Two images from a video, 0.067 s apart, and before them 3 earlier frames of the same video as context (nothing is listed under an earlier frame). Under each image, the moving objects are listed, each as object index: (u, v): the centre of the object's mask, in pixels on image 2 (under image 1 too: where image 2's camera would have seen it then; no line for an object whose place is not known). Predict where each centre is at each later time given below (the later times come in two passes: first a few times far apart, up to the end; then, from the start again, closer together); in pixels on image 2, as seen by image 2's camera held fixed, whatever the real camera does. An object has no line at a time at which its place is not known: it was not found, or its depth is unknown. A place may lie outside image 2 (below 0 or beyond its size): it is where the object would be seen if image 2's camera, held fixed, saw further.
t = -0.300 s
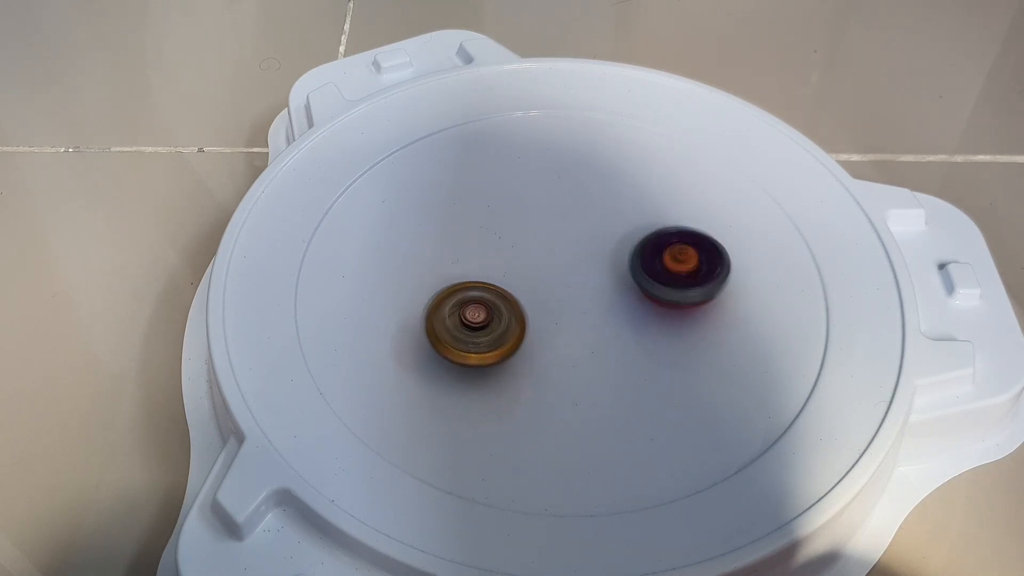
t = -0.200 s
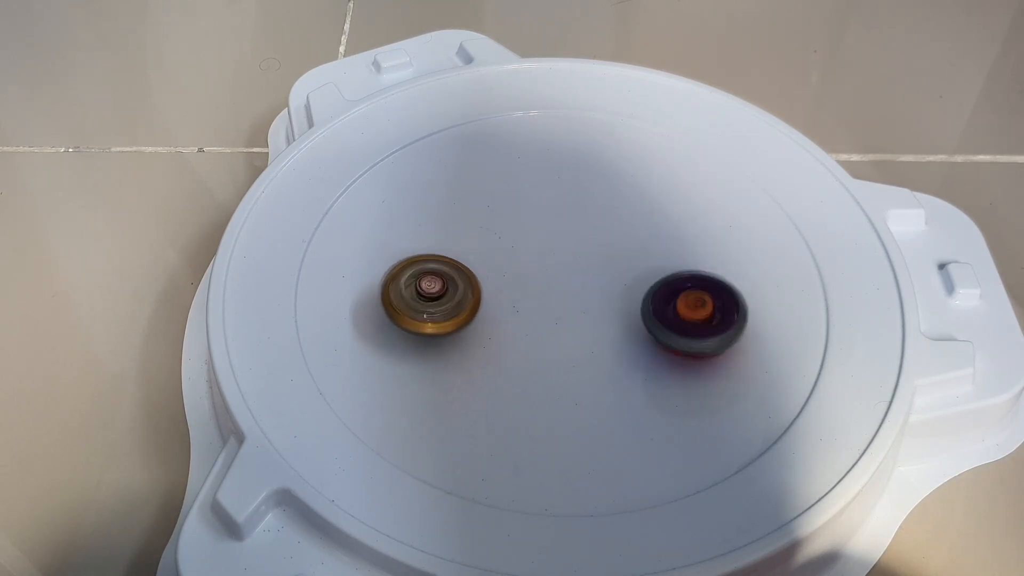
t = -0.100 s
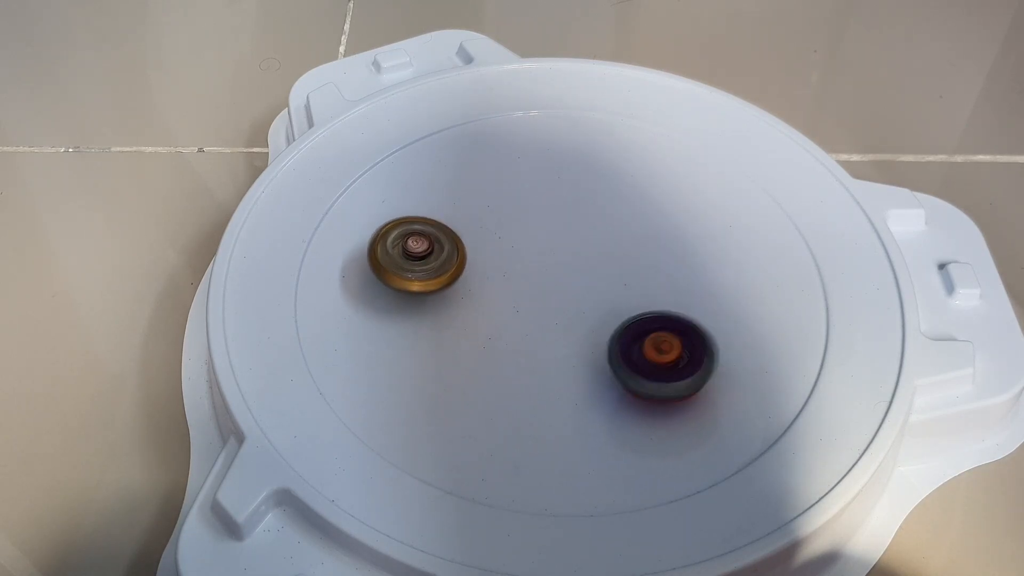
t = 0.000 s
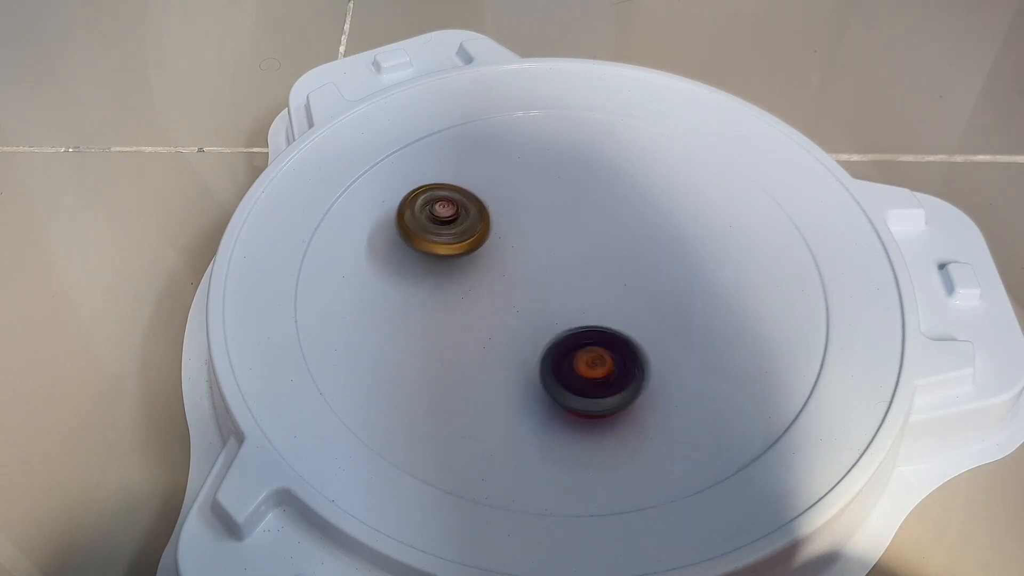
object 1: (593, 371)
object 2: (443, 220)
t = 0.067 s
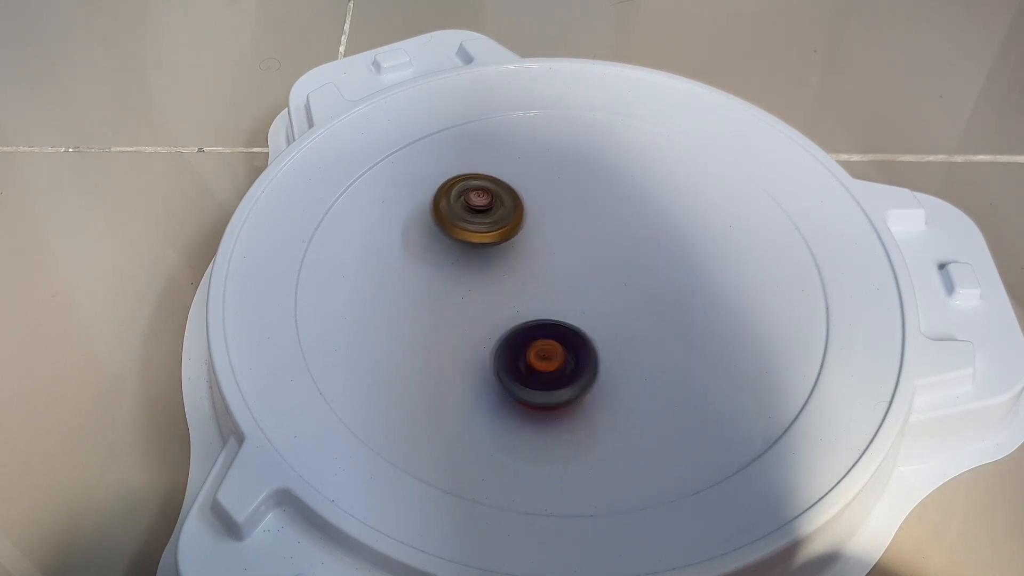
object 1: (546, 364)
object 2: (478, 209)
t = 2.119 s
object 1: (637, 366)
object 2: (435, 259)
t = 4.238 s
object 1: (662, 346)
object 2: (498, 311)
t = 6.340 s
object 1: (600, 383)
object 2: (567, 175)
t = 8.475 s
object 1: (594, 154)
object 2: (540, 217)
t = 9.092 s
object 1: (597, 332)
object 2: (496, 285)
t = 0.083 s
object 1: (535, 360)
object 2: (488, 209)
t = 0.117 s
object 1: (515, 350)
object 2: (508, 209)
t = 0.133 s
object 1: (505, 345)
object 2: (518, 211)
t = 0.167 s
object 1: (490, 332)
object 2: (537, 216)
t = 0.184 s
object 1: (484, 324)
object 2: (546, 219)
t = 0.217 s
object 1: (474, 308)
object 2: (565, 226)
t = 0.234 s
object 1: (471, 300)
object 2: (573, 230)
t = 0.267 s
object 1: (466, 284)
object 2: (589, 240)
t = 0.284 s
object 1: (465, 275)
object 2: (596, 246)
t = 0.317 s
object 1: (466, 259)
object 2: (609, 257)
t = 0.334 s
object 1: (467, 252)
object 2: (616, 263)
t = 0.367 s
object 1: (472, 236)
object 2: (626, 275)
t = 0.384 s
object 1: (476, 229)
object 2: (631, 282)
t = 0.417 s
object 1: (486, 216)
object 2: (639, 295)
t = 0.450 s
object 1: (498, 205)
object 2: (644, 309)
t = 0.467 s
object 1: (506, 199)
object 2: (646, 316)
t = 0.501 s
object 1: (522, 192)
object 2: (647, 331)
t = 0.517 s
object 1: (531, 189)
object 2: (646, 338)
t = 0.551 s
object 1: (549, 185)
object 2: (641, 351)
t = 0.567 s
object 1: (559, 184)
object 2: (637, 357)
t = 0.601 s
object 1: (578, 186)
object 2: (626, 368)
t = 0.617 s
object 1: (588, 188)
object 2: (618, 373)
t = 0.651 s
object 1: (606, 194)
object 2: (601, 381)
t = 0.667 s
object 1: (615, 199)
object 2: (592, 383)
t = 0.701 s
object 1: (631, 210)
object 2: (571, 386)
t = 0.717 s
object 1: (637, 216)
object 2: (561, 386)
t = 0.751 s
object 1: (648, 230)
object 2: (539, 382)
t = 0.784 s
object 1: (655, 246)
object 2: (519, 375)
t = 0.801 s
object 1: (657, 254)
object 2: (510, 370)
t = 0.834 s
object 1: (659, 270)
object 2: (495, 357)
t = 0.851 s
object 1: (658, 279)
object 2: (490, 350)
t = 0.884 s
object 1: (652, 296)
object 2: (482, 335)
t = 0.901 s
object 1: (648, 304)
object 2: (479, 328)
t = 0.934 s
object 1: (639, 318)
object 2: (478, 311)
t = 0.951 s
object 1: (633, 325)
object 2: (479, 304)
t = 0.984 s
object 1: (617, 338)
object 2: (483, 289)
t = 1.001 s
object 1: (609, 343)
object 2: (486, 282)
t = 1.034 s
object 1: (590, 352)
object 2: (494, 268)
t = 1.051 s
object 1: (579, 355)
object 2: (498, 261)
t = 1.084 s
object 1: (558, 359)
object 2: (508, 249)
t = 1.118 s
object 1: (535, 362)
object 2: (520, 238)
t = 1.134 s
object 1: (524, 362)
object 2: (527, 233)
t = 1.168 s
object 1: (500, 359)
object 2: (540, 224)
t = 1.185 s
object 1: (490, 357)
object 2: (548, 220)
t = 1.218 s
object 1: (470, 349)
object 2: (563, 213)
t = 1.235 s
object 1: (460, 344)
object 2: (571, 210)
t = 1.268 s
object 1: (444, 333)
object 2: (588, 206)
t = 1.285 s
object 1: (438, 326)
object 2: (596, 205)
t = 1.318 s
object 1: (429, 311)
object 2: (613, 203)
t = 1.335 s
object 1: (426, 303)
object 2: (622, 204)
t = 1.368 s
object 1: (424, 287)
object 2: (639, 206)
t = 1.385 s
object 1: (425, 279)
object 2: (648, 208)
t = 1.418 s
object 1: (431, 264)
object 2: (663, 215)
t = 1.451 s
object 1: (440, 251)
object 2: (676, 224)
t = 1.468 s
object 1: (446, 245)
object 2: (682, 230)
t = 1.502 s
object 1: (462, 235)
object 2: (691, 243)
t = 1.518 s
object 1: (470, 231)
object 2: (693, 250)
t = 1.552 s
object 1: (487, 224)
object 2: (694, 265)
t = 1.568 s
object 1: (497, 222)
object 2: (693, 273)
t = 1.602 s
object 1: (516, 219)
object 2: (686, 288)
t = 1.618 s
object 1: (526, 218)
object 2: (680, 295)
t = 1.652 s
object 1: (547, 218)
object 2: (667, 308)
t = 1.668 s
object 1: (557, 218)
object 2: (658, 313)
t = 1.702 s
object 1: (577, 222)
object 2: (640, 322)
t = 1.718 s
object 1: (587, 224)
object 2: (630, 326)
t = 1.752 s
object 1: (606, 230)
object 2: (610, 332)
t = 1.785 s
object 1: (624, 238)
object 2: (589, 335)
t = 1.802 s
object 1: (633, 242)
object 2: (578, 335)
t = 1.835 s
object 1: (648, 252)
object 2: (557, 334)
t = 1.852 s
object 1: (655, 259)
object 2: (547, 333)
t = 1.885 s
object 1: (667, 271)
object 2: (526, 330)
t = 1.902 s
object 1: (672, 278)
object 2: (516, 327)
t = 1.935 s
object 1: (680, 293)
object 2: (498, 321)
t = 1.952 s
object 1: (682, 301)
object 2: (489, 317)
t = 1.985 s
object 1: (684, 316)
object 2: (473, 308)
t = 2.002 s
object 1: (682, 324)
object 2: (466, 303)
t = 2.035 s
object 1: (676, 338)
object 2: (454, 292)
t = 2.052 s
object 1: (670, 346)
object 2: (449, 286)
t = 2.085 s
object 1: (656, 357)
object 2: (440, 273)
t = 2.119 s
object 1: (637, 366)
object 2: (435, 259)
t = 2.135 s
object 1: (627, 369)
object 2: (434, 252)
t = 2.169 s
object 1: (604, 372)
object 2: (434, 239)
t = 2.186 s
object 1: (592, 373)
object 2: (436, 232)
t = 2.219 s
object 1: (569, 371)
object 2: (443, 220)
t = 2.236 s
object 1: (558, 369)
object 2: (447, 215)
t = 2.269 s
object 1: (536, 362)
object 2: (460, 205)
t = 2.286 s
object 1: (527, 357)
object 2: (467, 201)
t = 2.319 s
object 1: (509, 347)
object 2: (483, 196)
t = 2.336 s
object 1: (501, 340)
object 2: (492, 196)
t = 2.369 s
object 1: (489, 326)
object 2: (511, 195)
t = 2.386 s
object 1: (484, 319)
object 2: (520, 197)
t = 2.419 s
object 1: (477, 303)
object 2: (538, 201)
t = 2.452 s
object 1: (474, 287)
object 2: (556, 208)
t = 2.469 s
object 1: (473, 279)
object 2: (564, 213)
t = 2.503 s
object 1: (475, 263)
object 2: (579, 223)
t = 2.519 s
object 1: (476, 256)
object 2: (586, 228)
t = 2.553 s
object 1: (481, 241)
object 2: (599, 240)
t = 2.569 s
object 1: (485, 235)
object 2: (605, 246)
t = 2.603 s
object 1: (495, 222)
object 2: (614, 259)
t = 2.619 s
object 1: (500, 216)
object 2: (618, 266)
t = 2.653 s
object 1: (513, 206)
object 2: (624, 280)
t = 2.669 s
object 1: (521, 201)
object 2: (627, 287)
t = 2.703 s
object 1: (537, 194)
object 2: (630, 301)
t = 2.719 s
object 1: (545, 192)
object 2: (631, 308)
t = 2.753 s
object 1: (564, 190)
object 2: (630, 322)
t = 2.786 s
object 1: (582, 190)
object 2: (626, 336)
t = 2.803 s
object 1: (591, 192)
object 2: (623, 343)
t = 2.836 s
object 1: (610, 197)
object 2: (614, 354)
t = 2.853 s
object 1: (618, 201)
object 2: (608, 360)
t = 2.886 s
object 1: (633, 211)
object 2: (595, 369)
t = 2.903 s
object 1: (639, 218)
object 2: (587, 373)
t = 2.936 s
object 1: (649, 231)
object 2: (569, 379)
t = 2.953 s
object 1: (653, 238)
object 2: (560, 381)
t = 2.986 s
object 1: (658, 254)
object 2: (540, 382)
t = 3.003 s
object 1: (658, 262)
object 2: (530, 381)
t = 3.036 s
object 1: (657, 278)
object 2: (510, 376)
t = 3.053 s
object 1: (654, 286)
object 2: (501, 373)
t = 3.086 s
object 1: (647, 301)
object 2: (485, 363)
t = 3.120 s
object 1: (636, 315)
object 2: (473, 350)
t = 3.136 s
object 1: (629, 322)
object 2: (469, 343)
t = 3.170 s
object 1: (615, 333)
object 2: (464, 327)
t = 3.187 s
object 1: (606, 338)
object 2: (463, 320)
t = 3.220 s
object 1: (586, 346)
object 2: (465, 305)
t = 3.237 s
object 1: (577, 349)
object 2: (467, 298)
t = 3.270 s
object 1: (556, 353)
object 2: (474, 284)
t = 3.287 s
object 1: (545, 354)
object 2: (478, 278)
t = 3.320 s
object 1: (524, 355)
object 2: (489, 266)
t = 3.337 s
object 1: (513, 354)
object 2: (495, 261)
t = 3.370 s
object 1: (491, 350)
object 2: (507, 251)
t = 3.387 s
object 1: (482, 346)
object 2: (514, 246)
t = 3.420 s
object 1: (463, 338)
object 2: (528, 238)
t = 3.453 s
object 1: (448, 327)
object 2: (543, 231)
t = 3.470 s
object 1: (441, 320)
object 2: (551, 228)
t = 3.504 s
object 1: (432, 307)
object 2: (567, 223)
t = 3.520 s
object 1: (429, 300)
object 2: (576, 221)
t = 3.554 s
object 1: (427, 284)
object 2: (593, 219)
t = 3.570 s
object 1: (428, 276)
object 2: (601, 218)
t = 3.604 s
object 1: (433, 263)
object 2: (618, 218)
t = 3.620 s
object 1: (437, 256)
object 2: (627, 219)
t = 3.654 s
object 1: (448, 244)
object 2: (643, 223)
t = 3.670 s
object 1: (455, 240)
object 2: (651, 225)
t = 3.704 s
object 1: (470, 231)
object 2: (666, 232)
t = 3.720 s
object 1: (479, 228)
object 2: (672, 236)
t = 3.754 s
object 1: (497, 223)
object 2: (684, 246)
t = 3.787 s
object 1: (516, 221)
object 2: (692, 258)
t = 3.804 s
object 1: (526, 221)
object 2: (694, 265)
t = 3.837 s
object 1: (545, 222)
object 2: (695, 279)
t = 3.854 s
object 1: (555, 222)
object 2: (693, 286)
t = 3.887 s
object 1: (574, 226)
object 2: (687, 300)
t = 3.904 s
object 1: (584, 229)
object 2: (682, 306)
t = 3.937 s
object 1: (602, 235)
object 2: (668, 318)
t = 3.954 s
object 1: (610, 239)
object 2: (660, 323)
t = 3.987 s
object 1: (626, 248)
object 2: (642, 331)
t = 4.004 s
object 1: (634, 252)
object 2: (632, 334)
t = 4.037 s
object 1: (648, 263)
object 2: (612, 337)
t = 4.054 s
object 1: (654, 270)
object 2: (601, 337)
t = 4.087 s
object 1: (664, 282)
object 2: (580, 336)
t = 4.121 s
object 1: (671, 297)
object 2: (560, 334)
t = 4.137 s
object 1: (672, 304)
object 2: (550, 332)
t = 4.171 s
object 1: (674, 319)
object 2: (531, 326)
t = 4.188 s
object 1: (673, 326)
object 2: (522, 323)
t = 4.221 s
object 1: (667, 340)
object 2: (506, 315)
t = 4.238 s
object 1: (662, 346)
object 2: (498, 311)
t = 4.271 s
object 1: (648, 358)
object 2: (485, 301)
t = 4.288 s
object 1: (640, 362)
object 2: (479, 296)
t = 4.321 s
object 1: (621, 369)
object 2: (469, 284)
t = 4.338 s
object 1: (609, 371)
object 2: (465, 278)
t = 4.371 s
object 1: (588, 371)
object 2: (459, 265)
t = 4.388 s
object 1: (576, 370)
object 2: (457, 258)
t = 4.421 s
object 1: (555, 366)
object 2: (455, 245)
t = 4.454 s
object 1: (535, 359)
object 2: (456, 232)
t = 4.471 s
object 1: (526, 355)
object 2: (459, 226)
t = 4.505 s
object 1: (510, 343)
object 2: (465, 215)
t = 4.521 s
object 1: (503, 337)
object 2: (470, 210)
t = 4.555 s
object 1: (493, 324)
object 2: (482, 202)
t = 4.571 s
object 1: (489, 317)
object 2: (488, 199)
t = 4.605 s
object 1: (484, 301)
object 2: (504, 195)
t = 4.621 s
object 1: (482, 294)
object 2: (512, 194)
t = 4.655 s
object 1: (481, 278)
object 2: (529, 194)
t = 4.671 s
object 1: (482, 271)
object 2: (537, 196)
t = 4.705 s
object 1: (485, 257)
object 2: (554, 201)
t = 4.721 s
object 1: (487, 250)
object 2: (563, 203)
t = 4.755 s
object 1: (491, 239)
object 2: (582, 209)
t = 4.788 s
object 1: (498, 228)
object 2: (596, 218)
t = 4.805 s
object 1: (503, 222)
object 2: (603, 223)
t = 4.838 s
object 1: (514, 213)
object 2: (615, 234)
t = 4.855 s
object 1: (521, 209)
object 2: (620, 240)
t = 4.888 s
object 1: (536, 203)
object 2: (629, 253)
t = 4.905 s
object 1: (544, 201)
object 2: (632, 259)
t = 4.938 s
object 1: (562, 200)
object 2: (637, 273)
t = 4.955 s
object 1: (570, 200)
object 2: (639, 280)
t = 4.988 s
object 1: (587, 204)
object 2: (640, 294)
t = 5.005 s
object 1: (595, 208)
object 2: (640, 301)
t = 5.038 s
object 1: (611, 217)
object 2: (638, 315)
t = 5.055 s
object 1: (617, 222)
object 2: (635, 322)
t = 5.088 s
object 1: (628, 234)
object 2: (628, 335)
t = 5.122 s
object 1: (635, 248)
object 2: (618, 346)
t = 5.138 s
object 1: (637, 255)
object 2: (612, 351)
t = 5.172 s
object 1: (638, 270)
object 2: (598, 359)
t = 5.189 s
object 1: (637, 277)
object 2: (590, 362)
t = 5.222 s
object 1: (633, 292)
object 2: (572, 367)
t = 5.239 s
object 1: (629, 300)
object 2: (563, 369)
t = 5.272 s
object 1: (621, 313)
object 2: (543, 370)
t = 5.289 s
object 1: (616, 319)
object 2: (533, 370)
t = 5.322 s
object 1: (605, 329)
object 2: (511, 367)
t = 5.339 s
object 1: (608, 327)
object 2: (490, 370)
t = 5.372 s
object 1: (611, 324)
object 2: (451, 372)
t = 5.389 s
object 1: (611, 323)
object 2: (436, 371)
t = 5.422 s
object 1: (606, 323)
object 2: (409, 365)
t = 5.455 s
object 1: (598, 323)
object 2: (392, 356)
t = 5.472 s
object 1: (594, 322)
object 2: (385, 351)
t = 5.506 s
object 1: (583, 319)
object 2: (374, 339)
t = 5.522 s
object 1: (579, 316)
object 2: (369, 333)
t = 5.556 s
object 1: (569, 310)
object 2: (363, 319)
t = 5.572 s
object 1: (566, 306)
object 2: (362, 311)
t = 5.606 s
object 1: (561, 298)
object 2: (361, 298)
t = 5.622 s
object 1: (559, 293)
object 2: (362, 291)
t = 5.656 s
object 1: (559, 283)
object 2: (366, 277)
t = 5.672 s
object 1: (560, 279)
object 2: (369, 271)
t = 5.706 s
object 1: (564, 269)
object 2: (379, 258)
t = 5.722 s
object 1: (566, 265)
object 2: (384, 252)
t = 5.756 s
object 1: (573, 258)
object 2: (398, 243)
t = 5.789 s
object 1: (581, 254)
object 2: (414, 234)
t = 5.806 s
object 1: (585, 252)
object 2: (423, 231)
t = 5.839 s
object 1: (593, 251)
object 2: (441, 224)
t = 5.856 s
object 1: (597, 252)
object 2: (450, 222)
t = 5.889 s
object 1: (603, 252)
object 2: (468, 218)
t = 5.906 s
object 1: (606, 255)
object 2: (477, 217)
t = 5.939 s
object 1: (609, 258)
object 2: (496, 215)
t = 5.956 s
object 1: (610, 261)
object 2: (505, 215)
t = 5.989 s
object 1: (611, 265)
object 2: (524, 214)
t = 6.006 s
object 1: (610, 267)
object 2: (533, 215)
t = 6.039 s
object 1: (626, 281)
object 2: (533, 204)
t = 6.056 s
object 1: (638, 291)
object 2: (528, 196)
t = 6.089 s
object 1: (658, 310)
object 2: (521, 184)
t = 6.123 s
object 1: (670, 327)
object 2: (518, 175)
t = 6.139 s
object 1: (673, 333)
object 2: (519, 173)
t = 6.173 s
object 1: (672, 347)
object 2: (522, 169)
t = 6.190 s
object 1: (670, 352)
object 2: (525, 168)
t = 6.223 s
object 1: (661, 363)
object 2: (532, 167)
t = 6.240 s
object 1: (654, 367)
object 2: (537, 168)
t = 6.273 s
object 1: (639, 376)
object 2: (546, 169)
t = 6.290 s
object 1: (630, 379)
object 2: (551, 170)
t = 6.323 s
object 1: (611, 383)
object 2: (561, 173)
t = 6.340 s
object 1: (600, 383)
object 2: (567, 175)
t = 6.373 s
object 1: (579, 382)
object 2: (578, 179)
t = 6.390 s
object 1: (569, 380)
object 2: (584, 183)
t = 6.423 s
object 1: (550, 374)
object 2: (595, 190)
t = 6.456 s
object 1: (532, 366)
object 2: (604, 201)
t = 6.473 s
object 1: (525, 360)
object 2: (608, 207)
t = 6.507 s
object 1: (512, 349)
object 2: (614, 220)
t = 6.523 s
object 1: (506, 343)
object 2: (615, 227)
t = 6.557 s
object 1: (497, 330)
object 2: (614, 242)
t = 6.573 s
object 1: (494, 323)
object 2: (613, 248)
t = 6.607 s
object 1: (489, 310)
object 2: (609, 262)
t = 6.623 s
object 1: (487, 303)
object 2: (605, 269)
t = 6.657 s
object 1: (485, 289)
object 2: (597, 282)
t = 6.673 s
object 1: (485, 282)
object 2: (592, 287)
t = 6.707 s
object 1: (486, 268)
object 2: (583, 298)
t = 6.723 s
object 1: (487, 261)
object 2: (578, 303)
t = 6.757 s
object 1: (490, 248)
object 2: (566, 312)
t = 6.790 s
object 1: (495, 235)
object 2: (555, 320)
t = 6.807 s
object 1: (498, 229)
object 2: (550, 323)
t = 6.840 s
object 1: (505, 218)
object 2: (537, 329)
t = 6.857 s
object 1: (510, 213)
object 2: (531, 331)
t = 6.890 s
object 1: (520, 203)
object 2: (520, 335)
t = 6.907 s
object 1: (526, 199)
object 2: (514, 337)
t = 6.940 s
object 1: (538, 192)
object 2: (501, 340)
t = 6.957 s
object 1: (546, 189)
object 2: (495, 340)
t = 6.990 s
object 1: (561, 185)
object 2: (483, 340)
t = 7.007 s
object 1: (569, 184)
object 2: (477, 340)
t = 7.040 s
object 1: (585, 186)
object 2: (464, 338)
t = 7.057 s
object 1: (593, 187)
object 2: (459, 335)
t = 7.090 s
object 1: (607, 194)
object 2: (448, 330)
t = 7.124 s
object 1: (621, 203)
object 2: (440, 323)
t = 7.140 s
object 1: (626, 208)
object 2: (437, 319)
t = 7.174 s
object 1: (634, 220)
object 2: (436, 308)
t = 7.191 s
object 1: (637, 227)
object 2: (437, 304)
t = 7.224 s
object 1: (641, 240)
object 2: (444, 294)
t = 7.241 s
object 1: (642, 248)
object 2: (449, 289)
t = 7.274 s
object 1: (641, 262)
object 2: (461, 282)
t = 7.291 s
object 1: (639, 269)
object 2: (468, 279)
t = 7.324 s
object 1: (634, 282)
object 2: (484, 274)
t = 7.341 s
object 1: (631, 289)
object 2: (492, 272)
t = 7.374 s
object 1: (623, 301)
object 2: (510, 269)
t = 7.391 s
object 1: (618, 308)
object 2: (518, 269)
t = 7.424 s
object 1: (613, 321)
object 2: (532, 267)
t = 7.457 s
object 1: (609, 333)
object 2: (543, 264)
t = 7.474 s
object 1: (606, 339)
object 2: (549, 264)
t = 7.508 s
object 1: (597, 350)
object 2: (562, 264)
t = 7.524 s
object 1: (591, 355)
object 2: (569, 265)
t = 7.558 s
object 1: (579, 364)
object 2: (583, 266)
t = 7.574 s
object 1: (573, 368)
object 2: (590, 268)
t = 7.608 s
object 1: (558, 375)
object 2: (603, 271)
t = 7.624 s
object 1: (550, 378)
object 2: (609, 273)
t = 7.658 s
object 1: (532, 381)
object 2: (621, 277)
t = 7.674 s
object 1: (523, 382)
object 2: (626, 280)
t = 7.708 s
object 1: (505, 381)
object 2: (636, 286)
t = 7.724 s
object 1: (496, 379)
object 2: (640, 289)
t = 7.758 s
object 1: (480, 372)
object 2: (648, 296)
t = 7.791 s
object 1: (467, 363)
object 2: (652, 305)
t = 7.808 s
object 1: (462, 357)
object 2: (654, 309)
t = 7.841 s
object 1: (456, 344)
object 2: (654, 318)
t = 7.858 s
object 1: (454, 337)
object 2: (652, 323)
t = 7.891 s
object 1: (454, 324)
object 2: (645, 330)
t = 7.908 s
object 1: (455, 317)
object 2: (639, 334)
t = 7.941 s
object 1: (460, 305)
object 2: (627, 338)
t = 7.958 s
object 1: (463, 298)
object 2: (620, 340)
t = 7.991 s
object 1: (472, 287)
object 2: (603, 339)
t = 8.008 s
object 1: (477, 281)
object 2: (595, 338)
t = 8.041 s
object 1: (488, 271)
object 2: (579, 333)
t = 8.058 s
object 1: (493, 266)
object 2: (571, 330)
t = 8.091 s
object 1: (505, 257)
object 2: (559, 321)
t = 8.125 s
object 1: (514, 243)
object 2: (549, 316)
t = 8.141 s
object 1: (516, 237)
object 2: (546, 314)
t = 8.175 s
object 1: (521, 221)
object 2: (541, 307)
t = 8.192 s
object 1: (523, 215)
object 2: (538, 303)
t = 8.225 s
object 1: (530, 204)
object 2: (533, 292)
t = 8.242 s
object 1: (533, 198)
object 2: (531, 287)
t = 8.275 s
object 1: (541, 188)
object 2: (528, 277)
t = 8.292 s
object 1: (544, 183)
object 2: (527, 271)
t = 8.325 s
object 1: (552, 175)
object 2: (526, 260)
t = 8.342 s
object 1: (556, 171)
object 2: (526, 255)
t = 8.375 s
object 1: (565, 164)
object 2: (526, 245)
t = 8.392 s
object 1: (569, 161)
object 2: (528, 239)
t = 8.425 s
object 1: (579, 157)
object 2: (531, 230)
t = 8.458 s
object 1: (589, 155)
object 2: (537, 221)
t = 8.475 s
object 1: (594, 154)
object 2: (540, 217)
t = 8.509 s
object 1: (612, 144)
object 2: (540, 223)
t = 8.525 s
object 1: (622, 138)
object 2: (538, 228)
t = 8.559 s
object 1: (638, 133)
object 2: (537, 236)
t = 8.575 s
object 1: (645, 133)
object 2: (537, 240)
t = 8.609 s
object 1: (658, 135)
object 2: (537, 247)
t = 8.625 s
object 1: (664, 139)
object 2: (536, 250)
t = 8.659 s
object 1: (675, 146)
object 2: (534, 257)
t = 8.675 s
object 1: (678, 152)
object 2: (531, 261)
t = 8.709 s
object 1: (684, 166)
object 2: (526, 267)
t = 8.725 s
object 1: (685, 173)
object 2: (524, 271)
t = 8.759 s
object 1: (685, 190)
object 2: (516, 277)
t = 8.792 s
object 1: (681, 208)
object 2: (509, 282)
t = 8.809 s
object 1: (678, 217)
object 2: (505, 284)
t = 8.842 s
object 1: (671, 236)
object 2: (498, 287)
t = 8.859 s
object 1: (667, 244)
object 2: (495, 288)
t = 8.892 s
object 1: (657, 261)
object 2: (490, 289)
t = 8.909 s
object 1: (651, 269)
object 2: (488, 289)
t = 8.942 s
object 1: (640, 283)
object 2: (486, 289)
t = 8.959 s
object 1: (635, 289)
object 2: (485, 289)
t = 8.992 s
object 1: (625, 301)
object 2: (486, 287)
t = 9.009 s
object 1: (620, 306)
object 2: (487, 287)
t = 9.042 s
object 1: (611, 316)
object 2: (490, 285)
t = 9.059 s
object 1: (606, 322)
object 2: (491, 285)
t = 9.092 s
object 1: (597, 332)
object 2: (496, 285)
